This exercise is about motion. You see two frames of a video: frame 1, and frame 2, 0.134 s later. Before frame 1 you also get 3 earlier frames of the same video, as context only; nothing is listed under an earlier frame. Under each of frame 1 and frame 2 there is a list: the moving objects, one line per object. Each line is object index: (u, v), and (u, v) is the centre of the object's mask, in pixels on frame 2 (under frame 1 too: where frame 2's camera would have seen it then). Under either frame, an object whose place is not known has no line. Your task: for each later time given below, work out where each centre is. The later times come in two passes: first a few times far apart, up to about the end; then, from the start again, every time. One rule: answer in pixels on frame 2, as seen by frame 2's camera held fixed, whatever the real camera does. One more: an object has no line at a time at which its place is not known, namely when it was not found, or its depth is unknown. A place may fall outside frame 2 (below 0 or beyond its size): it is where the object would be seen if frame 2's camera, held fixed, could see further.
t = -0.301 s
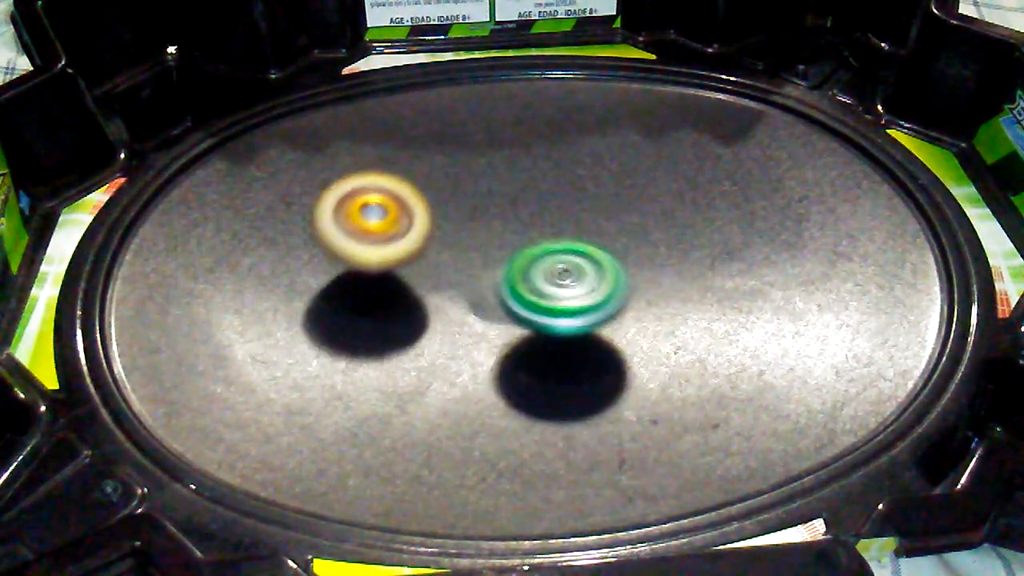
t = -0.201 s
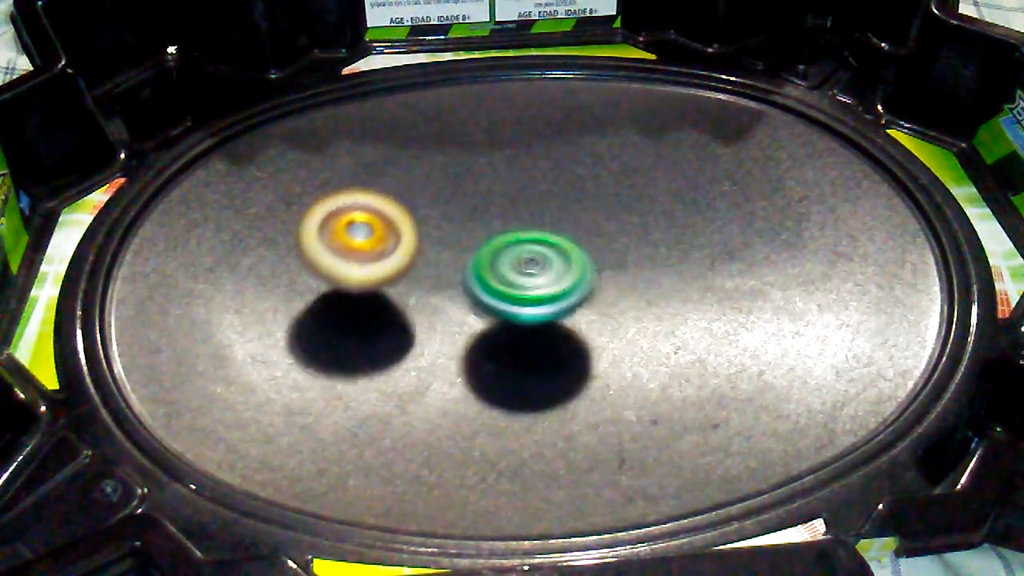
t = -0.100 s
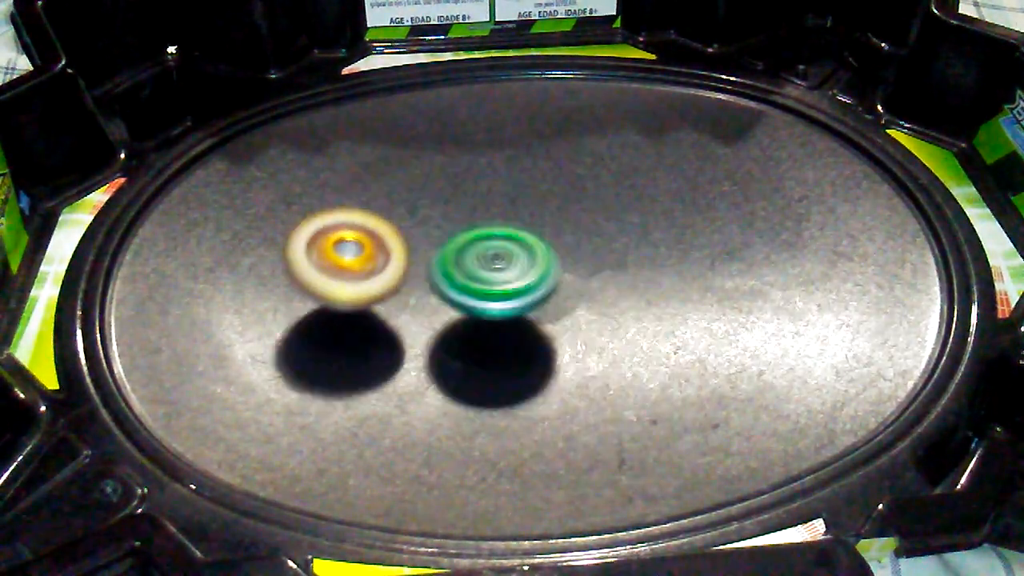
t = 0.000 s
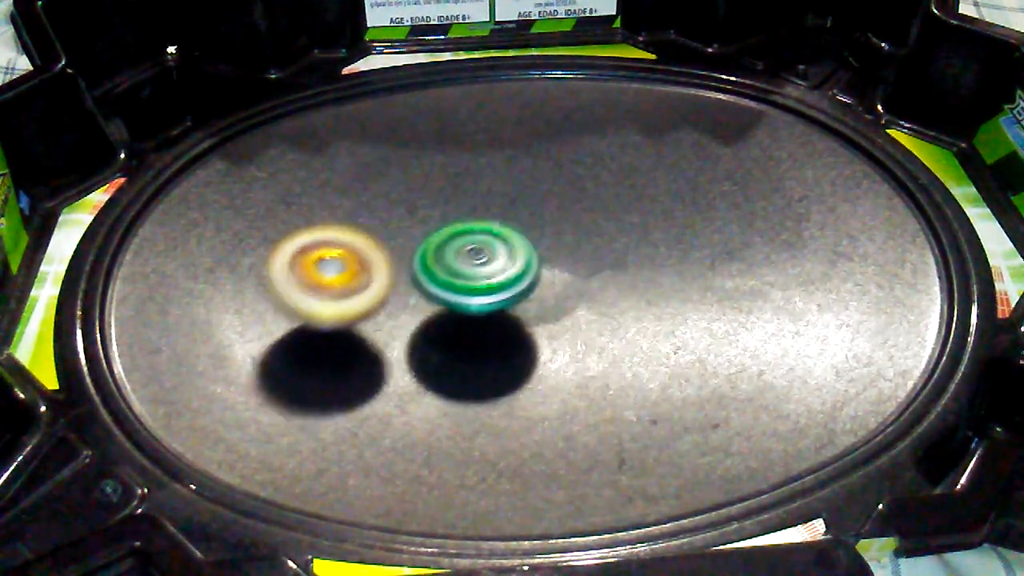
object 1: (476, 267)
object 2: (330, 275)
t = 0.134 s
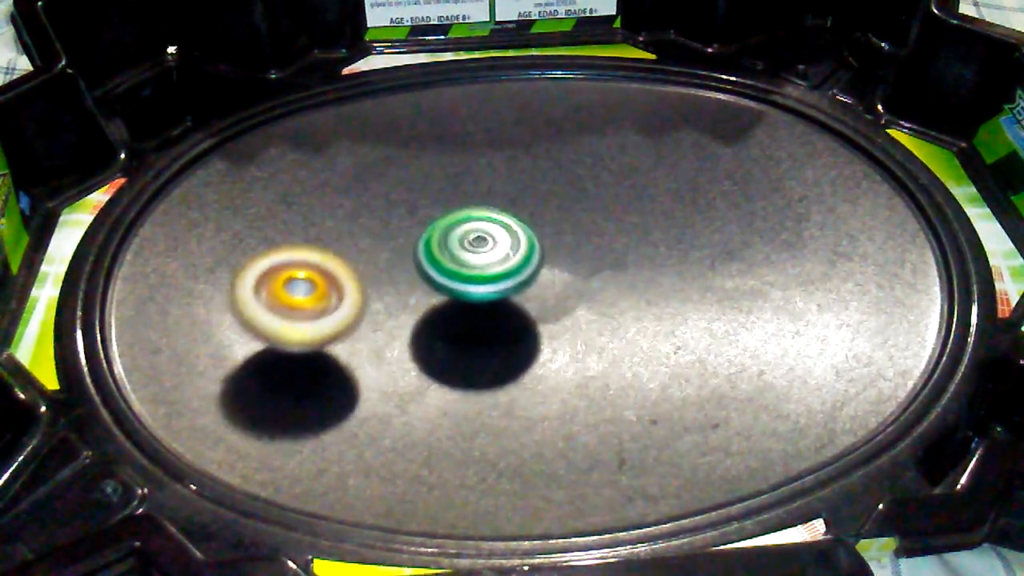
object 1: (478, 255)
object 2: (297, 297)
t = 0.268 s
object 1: (465, 245)
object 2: (292, 310)
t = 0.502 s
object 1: (445, 250)
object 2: (351, 318)
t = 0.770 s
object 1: (492, 221)
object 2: (432, 364)
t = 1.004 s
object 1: (522, 230)
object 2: (510, 363)
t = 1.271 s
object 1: (562, 230)
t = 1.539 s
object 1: (548, 229)
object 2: (676, 298)
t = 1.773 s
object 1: (549, 259)
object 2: (698, 260)
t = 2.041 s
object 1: (539, 293)
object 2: (678, 225)
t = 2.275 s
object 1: (539, 300)
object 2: (624, 204)
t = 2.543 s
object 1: (525, 291)
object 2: (541, 195)
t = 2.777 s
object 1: (508, 292)
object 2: (479, 191)
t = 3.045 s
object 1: (499, 280)
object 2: (415, 204)
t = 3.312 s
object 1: (498, 269)
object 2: (377, 228)
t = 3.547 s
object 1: (502, 266)
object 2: (366, 264)
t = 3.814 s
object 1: (513, 266)
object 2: (371, 313)
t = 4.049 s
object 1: (521, 275)
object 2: (409, 330)
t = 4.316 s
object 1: (530, 269)
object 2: (436, 337)
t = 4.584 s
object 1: (532, 252)
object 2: (463, 335)
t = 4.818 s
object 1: (526, 242)
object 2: (473, 335)
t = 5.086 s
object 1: (522, 226)
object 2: (482, 331)
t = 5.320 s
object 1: (526, 213)
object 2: (497, 321)
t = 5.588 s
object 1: (522, 214)
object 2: (508, 305)
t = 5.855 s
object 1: (521, 214)
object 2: (518, 305)
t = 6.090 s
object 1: (514, 224)
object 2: (515, 315)
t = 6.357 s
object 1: (514, 232)
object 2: (492, 325)
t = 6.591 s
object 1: (509, 230)
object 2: (474, 318)
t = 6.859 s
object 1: (501, 222)
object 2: (461, 309)
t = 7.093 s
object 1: (508, 217)
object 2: (469, 309)
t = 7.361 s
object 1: (525, 220)
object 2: (490, 307)
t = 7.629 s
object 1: (550, 234)
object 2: (494, 315)
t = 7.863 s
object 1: (571, 244)
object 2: (469, 314)
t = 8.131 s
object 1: (594, 260)
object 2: (450, 279)
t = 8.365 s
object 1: (597, 275)
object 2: (473, 243)
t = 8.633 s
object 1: (596, 284)
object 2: (487, 210)
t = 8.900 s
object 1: (573, 320)
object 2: (509, 193)
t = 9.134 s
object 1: (561, 340)
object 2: (513, 181)
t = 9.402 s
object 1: (510, 322)
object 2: (508, 221)
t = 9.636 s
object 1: (487, 325)
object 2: (500, 227)
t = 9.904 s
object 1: (468, 338)
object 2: (505, 211)
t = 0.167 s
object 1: (475, 252)
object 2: (293, 301)
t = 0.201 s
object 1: (472, 249)
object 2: (290, 305)
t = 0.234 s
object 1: (469, 246)
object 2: (290, 308)
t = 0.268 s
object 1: (465, 245)
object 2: (292, 310)
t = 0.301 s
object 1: (462, 244)
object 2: (295, 312)
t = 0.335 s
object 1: (458, 244)
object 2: (300, 313)
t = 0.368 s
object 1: (455, 245)
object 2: (306, 314)
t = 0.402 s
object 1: (451, 245)
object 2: (314, 315)
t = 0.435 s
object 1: (448, 247)
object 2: (324, 316)
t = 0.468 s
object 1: (446, 248)
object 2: (337, 317)
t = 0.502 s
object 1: (445, 250)
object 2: (351, 318)
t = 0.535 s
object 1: (447, 249)
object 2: (363, 322)
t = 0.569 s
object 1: (455, 242)
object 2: (370, 330)
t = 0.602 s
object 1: (463, 235)
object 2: (378, 338)
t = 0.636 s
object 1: (470, 230)
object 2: (389, 345)
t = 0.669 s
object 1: (477, 226)
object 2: (399, 351)
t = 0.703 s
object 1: (483, 224)
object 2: (409, 355)
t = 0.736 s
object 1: (488, 222)
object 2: (420, 360)
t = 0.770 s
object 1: (492, 221)
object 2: (432, 364)
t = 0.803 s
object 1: (496, 221)
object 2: (443, 366)
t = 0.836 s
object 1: (500, 222)
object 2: (455, 368)
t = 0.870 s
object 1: (505, 223)
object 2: (466, 368)
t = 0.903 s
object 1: (509, 224)
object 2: (477, 368)
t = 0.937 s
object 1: (514, 226)
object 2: (488, 368)
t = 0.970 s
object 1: (518, 228)
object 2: (499, 366)
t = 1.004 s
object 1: (522, 230)
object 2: (510, 363)
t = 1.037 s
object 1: (527, 232)
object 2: (521, 360)
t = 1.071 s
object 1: (533, 234)
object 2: (532, 355)
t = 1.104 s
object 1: (538, 236)
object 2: (545, 350)
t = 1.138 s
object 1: (545, 238)
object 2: (555, 344)
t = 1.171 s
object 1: (551, 239)
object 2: (565, 338)
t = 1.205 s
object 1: (557, 240)
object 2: (575, 332)
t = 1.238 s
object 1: (561, 236)
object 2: (588, 328)
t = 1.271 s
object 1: (562, 230)
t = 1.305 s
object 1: (561, 224)
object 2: (616, 328)
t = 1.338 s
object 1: (560, 220)
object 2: (628, 325)
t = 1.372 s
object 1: (558, 218)
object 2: (638, 321)
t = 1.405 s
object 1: (556, 218)
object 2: (647, 318)
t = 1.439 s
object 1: (553, 219)
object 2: (656, 313)
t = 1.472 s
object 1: (551, 222)
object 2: (663, 308)
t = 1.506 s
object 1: (549, 225)
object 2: (670, 304)
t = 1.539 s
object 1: (548, 229)
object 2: (676, 298)
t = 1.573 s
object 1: (549, 233)
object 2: (680, 293)
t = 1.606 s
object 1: (550, 238)
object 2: (683, 287)
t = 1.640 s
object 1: (553, 243)
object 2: (684, 281)
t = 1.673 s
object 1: (556, 248)
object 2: (686, 276)
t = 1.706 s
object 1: (556, 252)
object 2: (690, 270)
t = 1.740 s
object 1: (552, 256)
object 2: (695, 265)
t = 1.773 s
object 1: (549, 259)
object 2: (698, 260)
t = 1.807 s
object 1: (547, 263)
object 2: (699, 254)
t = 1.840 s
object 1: (545, 268)
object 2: (699, 249)
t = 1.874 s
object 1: (544, 273)
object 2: (699, 245)
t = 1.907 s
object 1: (542, 277)
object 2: (696, 241)
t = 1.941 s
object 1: (541, 282)
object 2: (693, 236)
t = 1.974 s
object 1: (540, 286)
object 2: (689, 233)
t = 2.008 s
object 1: (540, 290)
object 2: (683, 229)
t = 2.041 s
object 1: (539, 293)
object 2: (678, 225)
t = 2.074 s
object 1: (540, 295)
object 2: (671, 222)
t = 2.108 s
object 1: (539, 297)
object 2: (664, 217)
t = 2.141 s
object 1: (539, 299)
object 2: (657, 214)
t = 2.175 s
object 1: (539, 300)
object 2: (649, 211)
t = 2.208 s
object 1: (539, 300)
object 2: (641, 208)
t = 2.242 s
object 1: (539, 300)
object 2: (632, 206)
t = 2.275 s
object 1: (539, 300)
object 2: (624, 204)
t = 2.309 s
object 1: (538, 300)
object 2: (615, 202)
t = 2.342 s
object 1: (537, 299)
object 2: (604, 201)
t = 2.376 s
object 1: (536, 298)
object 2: (594, 199)
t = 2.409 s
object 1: (534, 297)
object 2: (583, 198)
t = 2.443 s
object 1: (532, 295)
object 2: (573, 197)
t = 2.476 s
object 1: (530, 293)
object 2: (562, 196)
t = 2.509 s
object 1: (528, 291)
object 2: (552, 196)
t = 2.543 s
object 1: (525, 291)
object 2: (541, 195)
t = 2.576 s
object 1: (522, 293)
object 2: (531, 192)
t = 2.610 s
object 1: (519, 294)
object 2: (522, 189)
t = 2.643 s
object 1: (516, 295)
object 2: (513, 188)
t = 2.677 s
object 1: (514, 295)
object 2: (505, 187)
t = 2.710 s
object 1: (512, 294)
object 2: (495, 188)
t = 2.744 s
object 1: (510, 292)
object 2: (487, 189)
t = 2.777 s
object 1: (508, 292)
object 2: (479, 191)
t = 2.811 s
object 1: (505, 290)
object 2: (470, 193)
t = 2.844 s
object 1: (502, 288)
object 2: (462, 196)
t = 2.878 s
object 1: (501, 287)
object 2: (452, 197)
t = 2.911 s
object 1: (501, 288)
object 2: (443, 197)
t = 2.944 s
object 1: (502, 286)
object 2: (434, 198)
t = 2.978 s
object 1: (501, 285)
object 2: (428, 199)
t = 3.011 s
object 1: (501, 282)
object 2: (421, 202)
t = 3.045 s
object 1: (499, 280)
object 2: (415, 204)
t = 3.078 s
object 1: (498, 278)
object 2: (408, 207)
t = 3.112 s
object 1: (498, 276)
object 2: (402, 208)
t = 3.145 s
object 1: (498, 275)
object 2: (396, 211)
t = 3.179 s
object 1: (499, 275)
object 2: (390, 212)
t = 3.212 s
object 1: (500, 273)
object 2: (385, 215)
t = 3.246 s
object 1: (500, 272)
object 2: (382, 219)
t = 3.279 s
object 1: (499, 271)
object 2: (379, 223)
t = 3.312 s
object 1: (498, 269)
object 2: (377, 228)
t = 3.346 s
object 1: (500, 269)
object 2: (372, 232)
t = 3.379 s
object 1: (502, 268)
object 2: (369, 236)
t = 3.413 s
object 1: (502, 267)
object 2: (367, 241)
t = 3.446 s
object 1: (503, 267)
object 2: (366, 246)
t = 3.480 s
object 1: (503, 266)
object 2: (365, 252)
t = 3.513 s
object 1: (502, 266)
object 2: (366, 258)
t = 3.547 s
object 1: (502, 266)
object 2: (366, 264)
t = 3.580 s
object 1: (501, 266)
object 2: (368, 271)
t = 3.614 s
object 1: (504, 266)
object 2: (366, 278)
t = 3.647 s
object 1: (507, 265)
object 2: (365, 284)
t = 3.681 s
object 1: (509, 264)
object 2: (364, 291)
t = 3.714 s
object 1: (511, 264)
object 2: (364, 297)
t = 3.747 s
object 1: (512, 264)
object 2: (365, 303)
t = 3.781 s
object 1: (513, 265)
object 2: (369, 308)
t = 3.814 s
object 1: (513, 266)
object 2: (371, 313)
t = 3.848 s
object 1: (514, 267)
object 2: (375, 317)
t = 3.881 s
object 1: (514, 269)
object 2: (380, 320)
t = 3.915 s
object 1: (514, 270)
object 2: (385, 323)
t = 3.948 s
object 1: (515, 272)
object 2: (391, 325)
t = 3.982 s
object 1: (515, 274)
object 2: (398, 326)
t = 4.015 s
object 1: (517, 276)
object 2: (405, 328)
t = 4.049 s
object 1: (521, 275)
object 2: (409, 330)
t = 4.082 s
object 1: (523, 275)
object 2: (413, 331)
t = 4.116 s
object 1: (525, 275)
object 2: (418, 332)
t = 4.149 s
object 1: (526, 274)
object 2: (423, 333)
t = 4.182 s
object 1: (529, 272)
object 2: (425, 335)
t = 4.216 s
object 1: (530, 271)
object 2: (427, 336)
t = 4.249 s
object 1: (530, 270)
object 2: (431, 337)
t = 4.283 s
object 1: (530, 270)
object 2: (434, 336)
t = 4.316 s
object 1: (530, 269)
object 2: (436, 337)
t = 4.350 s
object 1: (533, 266)
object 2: (437, 340)
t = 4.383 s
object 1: (535, 263)
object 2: (438, 340)
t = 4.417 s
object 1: (534, 261)
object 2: (441, 339)
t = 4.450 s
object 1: (533, 259)
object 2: (446, 338)
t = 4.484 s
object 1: (532, 259)
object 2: (450, 336)
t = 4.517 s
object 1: (532, 258)
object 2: (458, 333)
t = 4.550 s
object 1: (532, 254)
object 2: (460, 334)
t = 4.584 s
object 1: (532, 252)
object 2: (463, 335)
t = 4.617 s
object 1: (532, 250)
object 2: (465, 336)
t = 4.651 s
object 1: (530, 249)
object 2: (466, 336)
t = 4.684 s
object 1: (529, 249)
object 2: (469, 334)
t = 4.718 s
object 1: (527, 249)
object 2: (472, 333)
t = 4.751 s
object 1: (528, 247)
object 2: (473, 334)
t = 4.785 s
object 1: (527, 244)
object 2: (473, 335)
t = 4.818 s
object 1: (526, 242)
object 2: (473, 335)
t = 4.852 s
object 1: (525, 241)
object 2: (474, 334)
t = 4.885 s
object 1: (523, 241)
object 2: (477, 331)
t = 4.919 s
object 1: (522, 241)
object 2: (480, 328)
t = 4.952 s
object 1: (523, 239)
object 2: (482, 328)
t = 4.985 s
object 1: (523, 235)
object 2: (483, 330)
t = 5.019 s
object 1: (524, 231)
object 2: (482, 332)
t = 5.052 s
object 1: (523, 228)
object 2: (482, 332)
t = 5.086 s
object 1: (522, 226)
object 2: (482, 331)
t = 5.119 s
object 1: (521, 225)
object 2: (482, 330)
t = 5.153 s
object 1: (521, 226)
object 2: (484, 327)
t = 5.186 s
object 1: (521, 226)
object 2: (487, 323)
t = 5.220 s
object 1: (521, 227)
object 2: (491, 319)
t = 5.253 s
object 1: (521, 226)
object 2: (494, 315)
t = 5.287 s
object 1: (525, 219)
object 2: (496, 318)
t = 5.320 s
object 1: (526, 213)
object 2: (497, 321)
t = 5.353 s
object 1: (525, 209)
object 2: (496, 322)
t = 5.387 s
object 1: (523, 206)
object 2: (497, 323)
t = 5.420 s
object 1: (521, 205)
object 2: (497, 322)
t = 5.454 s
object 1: (520, 206)
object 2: (497, 320)
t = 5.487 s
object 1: (519, 207)
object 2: (499, 317)
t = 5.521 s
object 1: (520, 210)
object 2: (502, 314)
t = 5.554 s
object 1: (521, 212)
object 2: (505, 309)
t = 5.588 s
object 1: (522, 214)
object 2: (508, 305)
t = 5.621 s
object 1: (524, 213)
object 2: (511, 304)
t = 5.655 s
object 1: (525, 210)
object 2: (513, 306)
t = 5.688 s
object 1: (525, 208)
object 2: (515, 306)
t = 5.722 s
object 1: (524, 208)
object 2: (515, 306)
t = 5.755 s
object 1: (522, 209)
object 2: (516, 305)
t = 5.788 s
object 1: (521, 212)
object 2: (516, 305)
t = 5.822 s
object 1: (521, 214)
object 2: (517, 304)
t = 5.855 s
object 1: (521, 214)
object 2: (518, 305)
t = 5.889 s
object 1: (520, 215)
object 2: (519, 305)
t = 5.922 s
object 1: (520, 216)
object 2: (520, 307)
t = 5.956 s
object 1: (519, 217)
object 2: (519, 308)
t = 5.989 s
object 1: (518, 219)
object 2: (518, 310)
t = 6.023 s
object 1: (516, 221)
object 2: (517, 311)
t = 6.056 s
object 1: (515, 222)
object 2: (517, 314)
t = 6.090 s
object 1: (514, 224)
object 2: (515, 315)
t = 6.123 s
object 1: (514, 226)
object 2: (513, 317)
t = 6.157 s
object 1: (514, 228)
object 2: (511, 319)
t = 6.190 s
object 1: (513, 230)
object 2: (509, 322)
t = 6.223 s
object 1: (513, 231)
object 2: (508, 323)
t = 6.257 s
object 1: (513, 232)
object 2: (505, 323)
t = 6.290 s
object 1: (513, 232)
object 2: (502, 325)
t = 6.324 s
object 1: (514, 232)
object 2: (496, 326)
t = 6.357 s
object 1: (514, 232)
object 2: (492, 325)
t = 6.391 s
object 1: (513, 232)
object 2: (489, 323)
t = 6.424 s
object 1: (513, 233)
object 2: (486, 321)
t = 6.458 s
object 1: (513, 231)
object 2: (484, 321)
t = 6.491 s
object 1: (512, 230)
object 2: (481, 320)
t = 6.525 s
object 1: (512, 229)
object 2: (479, 320)
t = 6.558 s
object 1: (511, 230)
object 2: (476, 319)
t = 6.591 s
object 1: (509, 230)
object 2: (474, 318)
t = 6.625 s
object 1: (509, 227)
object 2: (472, 319)
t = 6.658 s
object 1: (510, 223)
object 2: (468, 321)
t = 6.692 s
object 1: (508, 221)
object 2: (465, 322)
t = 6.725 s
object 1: (506, 220)
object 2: (462, 321)
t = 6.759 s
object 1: (504, 220)
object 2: (460, 319)
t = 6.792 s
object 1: (502, 221)
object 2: (459, 315)
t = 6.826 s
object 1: (501, 222)
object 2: (460, 312)
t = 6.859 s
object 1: (501, 222)
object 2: (461, 309)
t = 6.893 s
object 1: (502, 220)
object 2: (462, 309)
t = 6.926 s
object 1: (502, 219)
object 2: (463, 309)
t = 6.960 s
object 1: (503, 219)
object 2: (465, 308)
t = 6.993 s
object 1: (503, 219)
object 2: (466, 307)
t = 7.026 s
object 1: (505, 219)
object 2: (467, 307)
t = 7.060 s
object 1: (506, 218)
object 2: (468, 308)
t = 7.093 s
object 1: (508, 217)
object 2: (469, 309)
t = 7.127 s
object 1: (508, 218)
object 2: (471, 308)
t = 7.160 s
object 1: (509, 220)
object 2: (474, 308)
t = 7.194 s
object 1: (511, 220)
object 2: (476, 308)
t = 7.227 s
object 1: (515, 218)
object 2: (477, 309)
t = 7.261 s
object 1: (517, 218)
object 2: (480, 309)
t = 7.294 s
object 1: (520, 218)
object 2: (483, 309)
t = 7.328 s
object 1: (522, 219)
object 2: (486, 308)
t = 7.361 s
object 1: (525, 220)
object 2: (490, 307)
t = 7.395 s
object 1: (530, 221)
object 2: (493, 307)
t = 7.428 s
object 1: (533, 221)
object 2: (494, 311)
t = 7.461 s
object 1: (536, 221)
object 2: (494, 314)
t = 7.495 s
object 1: (538, 222)
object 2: (494, 315)
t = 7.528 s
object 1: (540, 224)
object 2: (494, 316)
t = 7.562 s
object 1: (542, 227)
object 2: (494, 316)
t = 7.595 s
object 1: (545, 230)
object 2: (493, 316)
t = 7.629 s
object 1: (550, 234)
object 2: (494, 315)
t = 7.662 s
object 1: (555, 236)
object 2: (492, 315)
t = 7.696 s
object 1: (562, 236)
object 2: (489, 317)
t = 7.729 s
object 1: (566, 236)
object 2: (485, 318)
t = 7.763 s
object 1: (568, 236)
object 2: (480, 319)
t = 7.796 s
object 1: (569, 238)
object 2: (476, 319)
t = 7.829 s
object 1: (570, 241)
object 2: (472, 317)
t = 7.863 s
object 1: (571, 244)
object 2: (469, 314)
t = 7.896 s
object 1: (573, 248)
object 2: (467, 310)
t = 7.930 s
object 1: (575, 252)
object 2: (466, 305)
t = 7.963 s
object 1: (578, 255)
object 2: (462, 301)
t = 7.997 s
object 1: (585, 256)
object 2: (457, 298)
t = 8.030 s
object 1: (589, 257)
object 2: (453, 294)
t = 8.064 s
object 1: (592, 258)
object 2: (451, 290)
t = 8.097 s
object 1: (593, 259)
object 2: (450, 284)
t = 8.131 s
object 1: (594, 260)
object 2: (450, 279)
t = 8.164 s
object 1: (595, 262)
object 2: (451, 273)
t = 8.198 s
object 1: (595, 264)
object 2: (453, 267)
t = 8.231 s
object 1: (595, 267)
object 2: (457, 260)
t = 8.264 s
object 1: (594, 269)
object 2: (462, 254)
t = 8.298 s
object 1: (596, 272)
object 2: (466, 249)
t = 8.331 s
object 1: (597, 273)
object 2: (470, 246)
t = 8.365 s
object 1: (597, 275)
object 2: (473, 243)
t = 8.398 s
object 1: (597, 275)
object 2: (476, 241)
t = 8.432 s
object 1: (597, 277)
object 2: (477, 237)
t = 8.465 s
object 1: (596, 277)
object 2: (479, 234)
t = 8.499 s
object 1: (594, 277)
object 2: (481, 231)
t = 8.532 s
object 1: (594, 279)
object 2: (481, 225)
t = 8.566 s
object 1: (596, 282)
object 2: (482, 219)
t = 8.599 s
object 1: (597, 283)
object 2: (484, 214)
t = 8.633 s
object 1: (596, 284)
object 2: (487, 210)
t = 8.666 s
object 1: (593, 286)
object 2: (491, 207)
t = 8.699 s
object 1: (589, 287)
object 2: (495, 205)
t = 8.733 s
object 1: (584, 289)
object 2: (499, 205)
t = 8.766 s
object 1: (578, 291)
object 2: (504, 205)
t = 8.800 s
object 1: (573, 292)
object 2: (509, 207)
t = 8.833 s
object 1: (567, 295)
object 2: (512, 207)
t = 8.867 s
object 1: (570, 308)
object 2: (510, 199)
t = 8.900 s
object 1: (573, 320)
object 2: (509, 193)
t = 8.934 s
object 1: (575, 330)
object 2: (509, 188)
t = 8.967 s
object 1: (577, 334)
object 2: (509, 185)
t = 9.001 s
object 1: (577, 337)
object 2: (510, 182)
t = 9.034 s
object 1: (574, 339)
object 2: (510, 180)
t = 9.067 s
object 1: (570, 340)
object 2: (511, 180)
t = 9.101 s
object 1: (566, 340)
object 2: (512, 180)
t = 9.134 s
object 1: (561, 340)
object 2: (513, 181)
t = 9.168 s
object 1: (555, 339)
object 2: (513, 184)
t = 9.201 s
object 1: (549, 337)
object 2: (514, 188)
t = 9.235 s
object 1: (543, 335)
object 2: (514, 193)
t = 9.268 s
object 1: (536, 331)
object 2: (514, 199)
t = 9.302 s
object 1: (529, 327)
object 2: (513, 206)
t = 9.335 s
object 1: (522, 322)
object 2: (513, 214)
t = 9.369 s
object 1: (516, 319)
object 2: (511, 221)
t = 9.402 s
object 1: (510, 322)
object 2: (508, 221)
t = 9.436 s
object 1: (505, 331)
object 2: (506, 217)
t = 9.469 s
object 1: (501, 337)
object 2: (504, 217)
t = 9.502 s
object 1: (498, 338)
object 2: (503, 218)
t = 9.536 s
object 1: (496, 337)
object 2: (503, 220)
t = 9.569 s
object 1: (494, 333)
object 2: (503, 222)
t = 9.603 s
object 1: (490, 329)
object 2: (502, 225)
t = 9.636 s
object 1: (487, 325)
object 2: (500, 227)
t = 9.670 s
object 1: (482, 327)
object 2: (497, 227)
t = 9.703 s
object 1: (476, 337)
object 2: (494, 220)
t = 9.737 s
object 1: (472, 345)
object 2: (494, 216)
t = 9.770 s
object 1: (471, 349)
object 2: (496, 213)
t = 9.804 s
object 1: (470, 349)
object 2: (498, 212)
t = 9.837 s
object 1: (470, 347)
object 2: (500, 210)
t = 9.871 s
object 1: (469, 343)
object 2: (503, 210)
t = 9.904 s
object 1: (468, 338)
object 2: (505, 211)
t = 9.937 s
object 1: (468, 332)
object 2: (507, 212)
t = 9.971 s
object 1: (466, 326)
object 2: (509, 214)
